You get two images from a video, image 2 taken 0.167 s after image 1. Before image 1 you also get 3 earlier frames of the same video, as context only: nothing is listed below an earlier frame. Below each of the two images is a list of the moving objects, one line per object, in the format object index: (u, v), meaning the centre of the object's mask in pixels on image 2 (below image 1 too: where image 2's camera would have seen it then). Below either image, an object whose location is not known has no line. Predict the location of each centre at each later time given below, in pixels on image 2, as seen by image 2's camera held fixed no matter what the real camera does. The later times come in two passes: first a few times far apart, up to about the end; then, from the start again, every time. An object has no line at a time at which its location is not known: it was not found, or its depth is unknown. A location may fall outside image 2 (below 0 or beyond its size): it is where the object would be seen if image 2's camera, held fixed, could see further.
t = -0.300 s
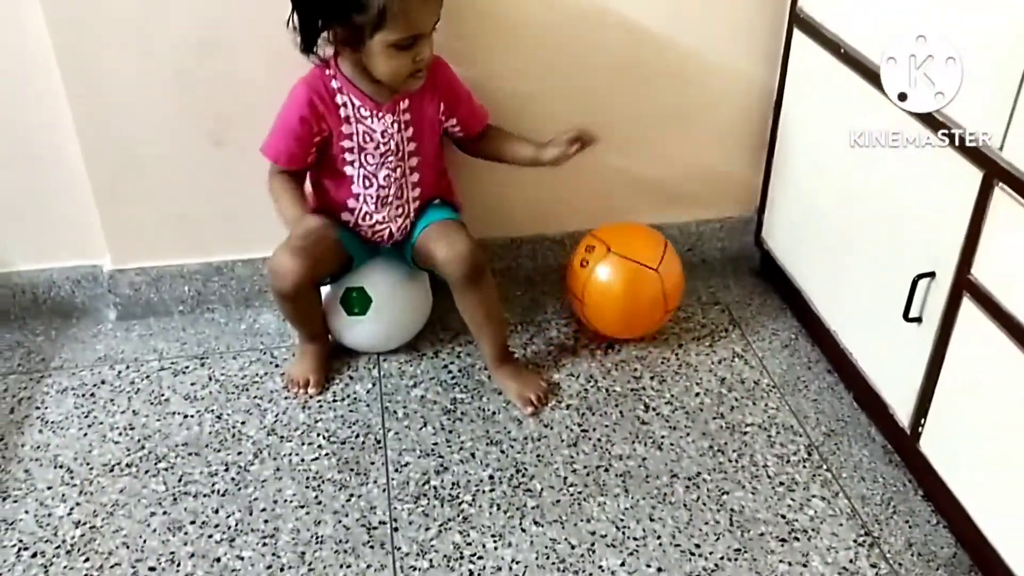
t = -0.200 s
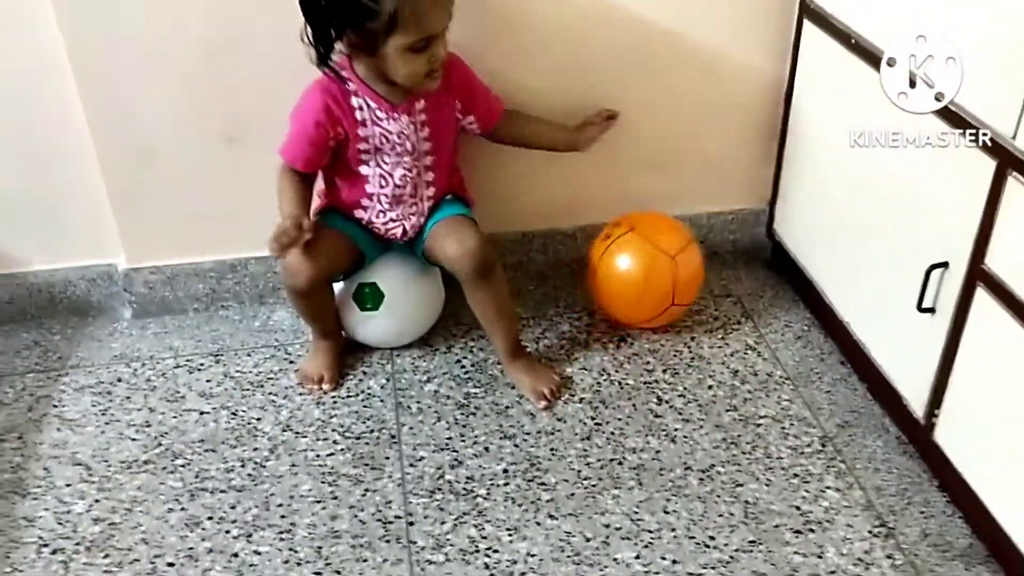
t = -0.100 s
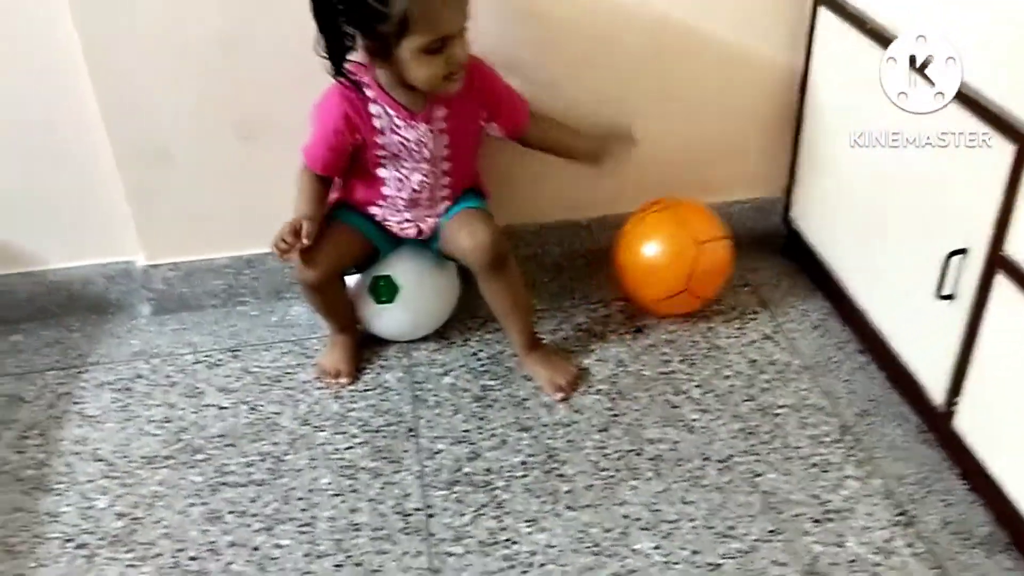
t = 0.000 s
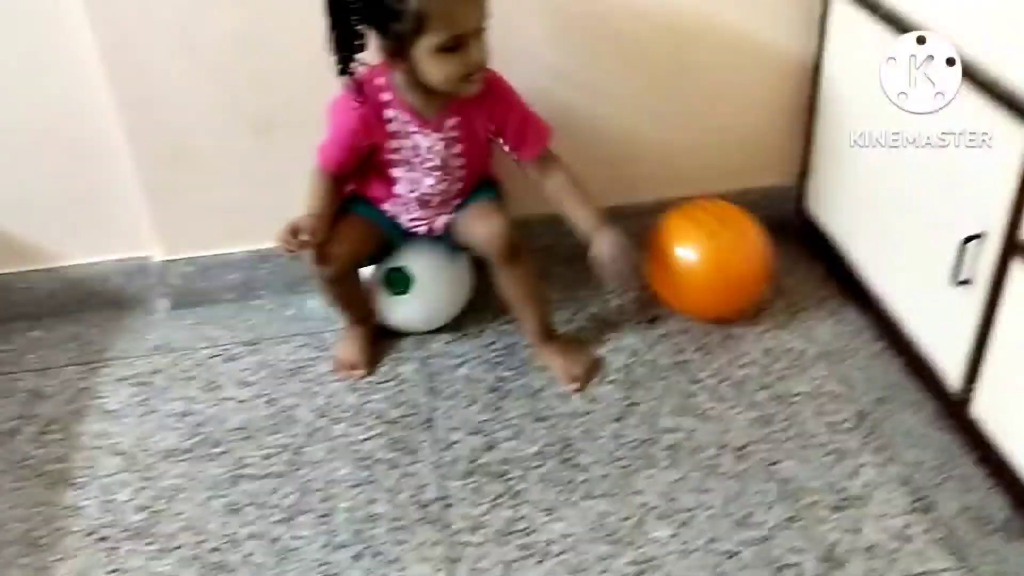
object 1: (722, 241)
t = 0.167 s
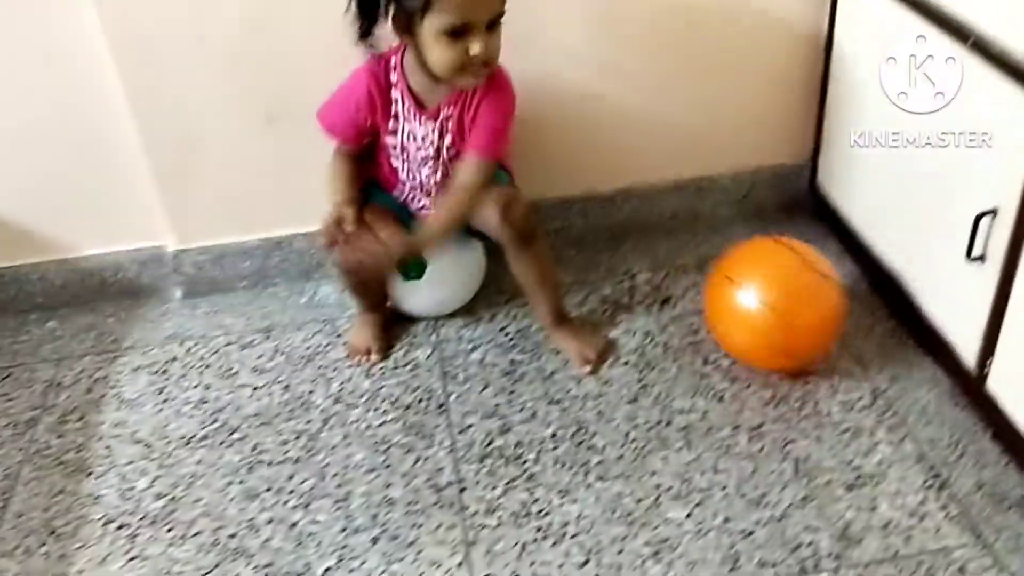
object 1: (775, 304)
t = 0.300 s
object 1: (821, 362)
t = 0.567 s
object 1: (953, 500)
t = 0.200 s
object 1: (786, 317)
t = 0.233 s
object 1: (796, 331)
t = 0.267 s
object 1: (808, 345)
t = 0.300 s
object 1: (821, 362)
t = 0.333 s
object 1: (836, 380)
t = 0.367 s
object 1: (852, 397)
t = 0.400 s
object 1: (867, 414)
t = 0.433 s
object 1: (885, 432)
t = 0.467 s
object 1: (903, 449)
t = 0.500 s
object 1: (920, 465)
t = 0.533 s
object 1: (936, 483)
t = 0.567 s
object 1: (953, 500)
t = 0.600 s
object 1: (970, 519)
